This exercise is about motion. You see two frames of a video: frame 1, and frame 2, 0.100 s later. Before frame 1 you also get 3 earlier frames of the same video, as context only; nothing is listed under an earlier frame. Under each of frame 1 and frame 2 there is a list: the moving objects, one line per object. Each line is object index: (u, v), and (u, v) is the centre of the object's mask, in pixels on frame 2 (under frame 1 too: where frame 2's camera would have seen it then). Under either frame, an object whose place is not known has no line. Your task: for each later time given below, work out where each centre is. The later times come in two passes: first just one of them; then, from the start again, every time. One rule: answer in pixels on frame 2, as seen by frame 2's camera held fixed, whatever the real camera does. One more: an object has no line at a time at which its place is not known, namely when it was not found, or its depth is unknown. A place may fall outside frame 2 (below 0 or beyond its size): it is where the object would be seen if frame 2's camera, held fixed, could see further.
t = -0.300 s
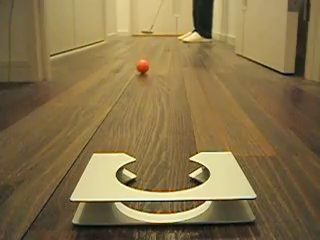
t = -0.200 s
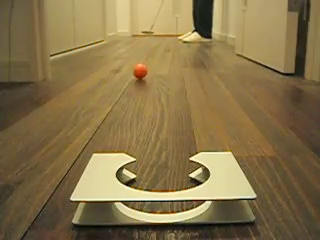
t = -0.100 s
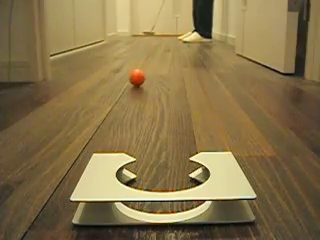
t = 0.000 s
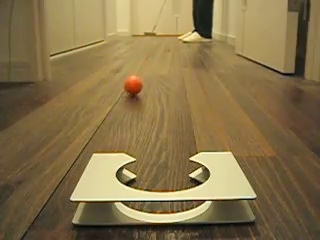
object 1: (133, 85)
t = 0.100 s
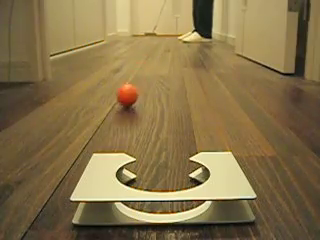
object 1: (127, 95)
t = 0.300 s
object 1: (102, 127)
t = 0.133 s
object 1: (124, 98)
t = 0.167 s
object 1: (121, 102)
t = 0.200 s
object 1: (117, 108)
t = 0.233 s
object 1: (113, 114)
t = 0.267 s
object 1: (108, 120)
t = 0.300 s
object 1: (102, 127)
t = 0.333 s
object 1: (96, 136)
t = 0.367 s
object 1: (85, 142)
